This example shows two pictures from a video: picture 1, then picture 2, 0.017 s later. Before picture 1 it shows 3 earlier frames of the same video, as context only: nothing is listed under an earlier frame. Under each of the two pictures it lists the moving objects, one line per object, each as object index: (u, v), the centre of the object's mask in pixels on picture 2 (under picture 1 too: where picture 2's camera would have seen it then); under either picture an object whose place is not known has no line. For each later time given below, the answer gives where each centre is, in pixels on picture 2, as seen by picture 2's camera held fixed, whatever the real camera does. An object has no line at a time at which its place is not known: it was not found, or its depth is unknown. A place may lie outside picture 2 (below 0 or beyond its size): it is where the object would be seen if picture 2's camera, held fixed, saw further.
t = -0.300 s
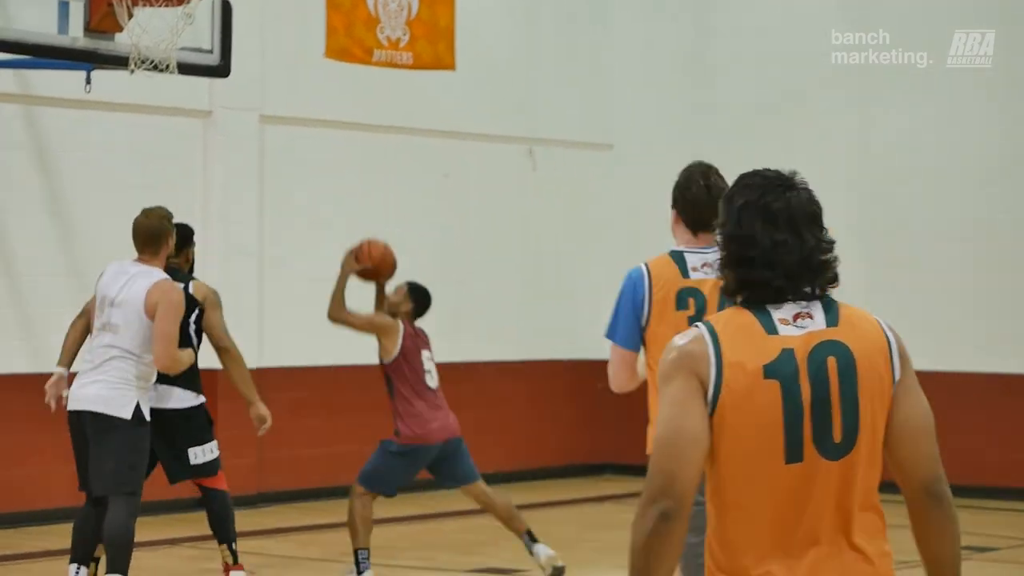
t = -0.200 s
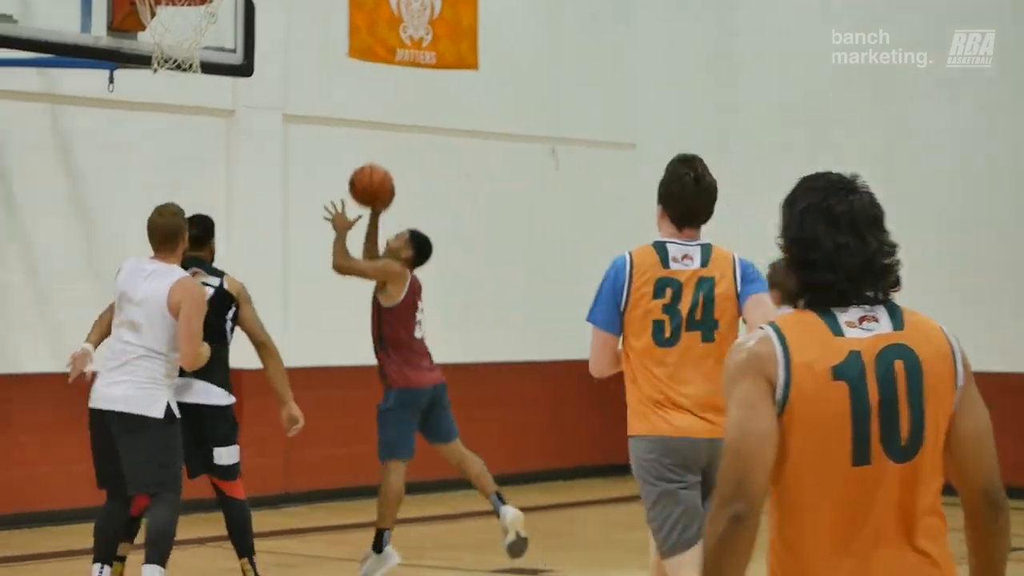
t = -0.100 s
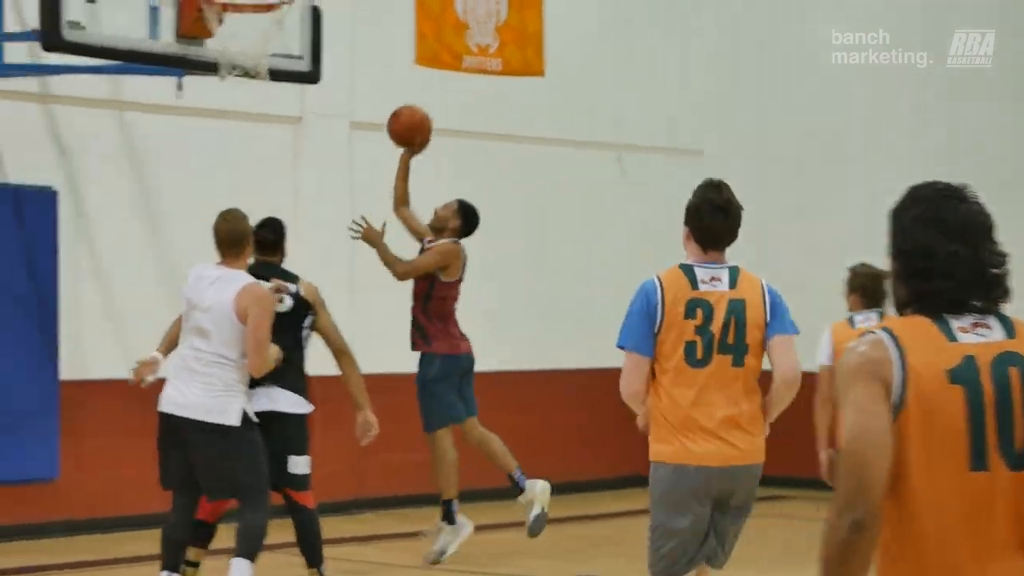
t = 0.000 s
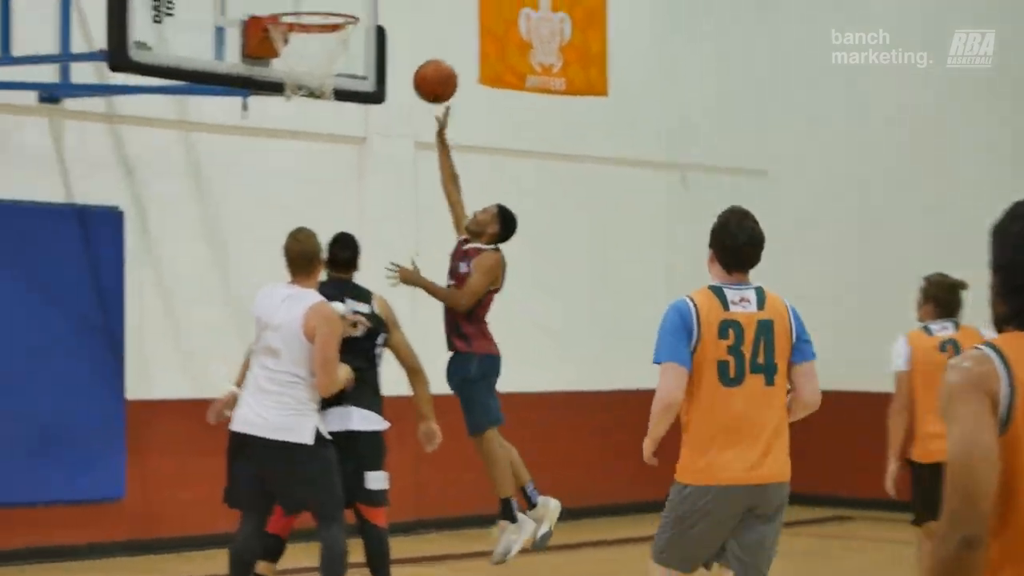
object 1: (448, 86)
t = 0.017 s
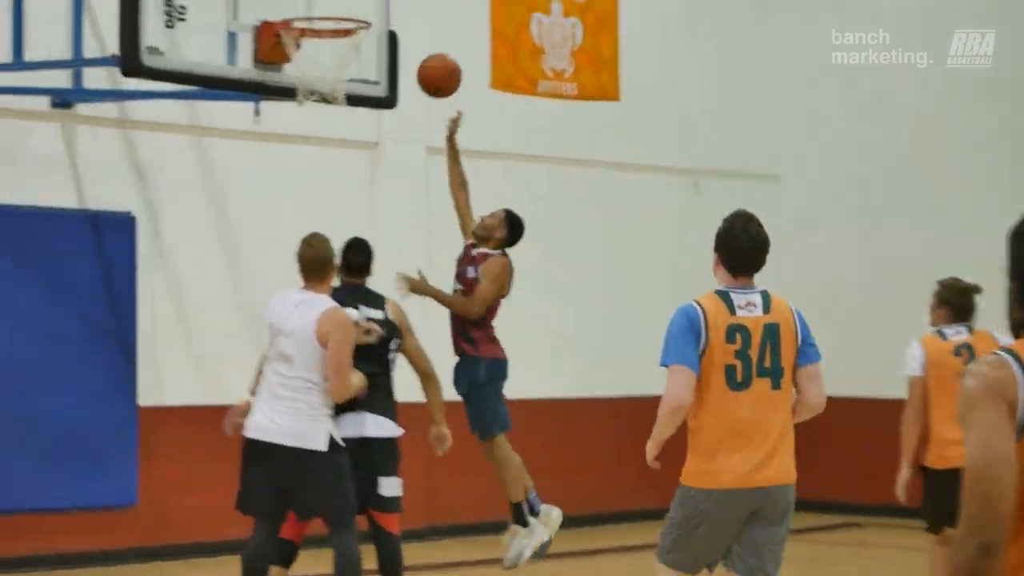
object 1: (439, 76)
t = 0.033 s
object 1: (430, 65)
